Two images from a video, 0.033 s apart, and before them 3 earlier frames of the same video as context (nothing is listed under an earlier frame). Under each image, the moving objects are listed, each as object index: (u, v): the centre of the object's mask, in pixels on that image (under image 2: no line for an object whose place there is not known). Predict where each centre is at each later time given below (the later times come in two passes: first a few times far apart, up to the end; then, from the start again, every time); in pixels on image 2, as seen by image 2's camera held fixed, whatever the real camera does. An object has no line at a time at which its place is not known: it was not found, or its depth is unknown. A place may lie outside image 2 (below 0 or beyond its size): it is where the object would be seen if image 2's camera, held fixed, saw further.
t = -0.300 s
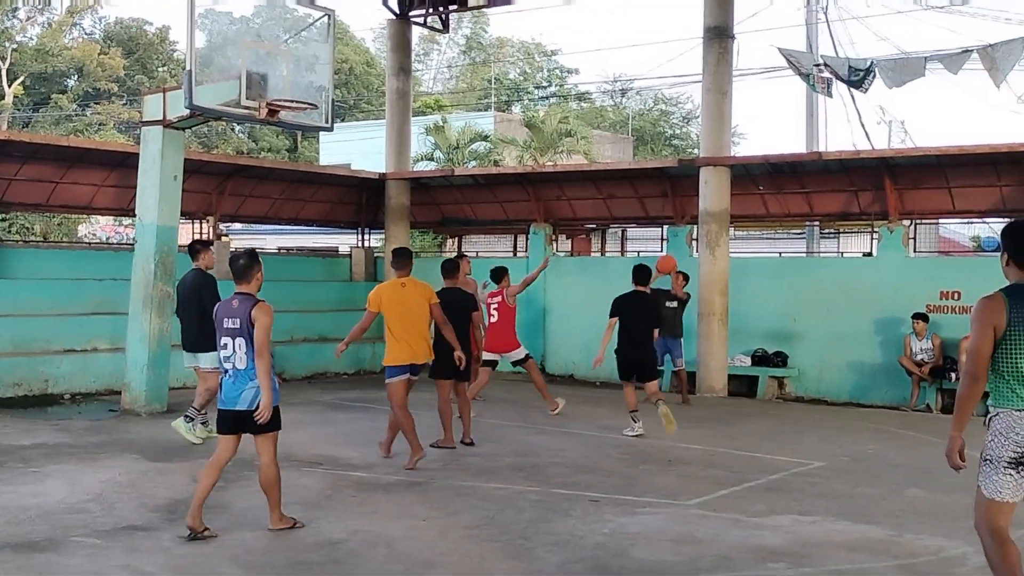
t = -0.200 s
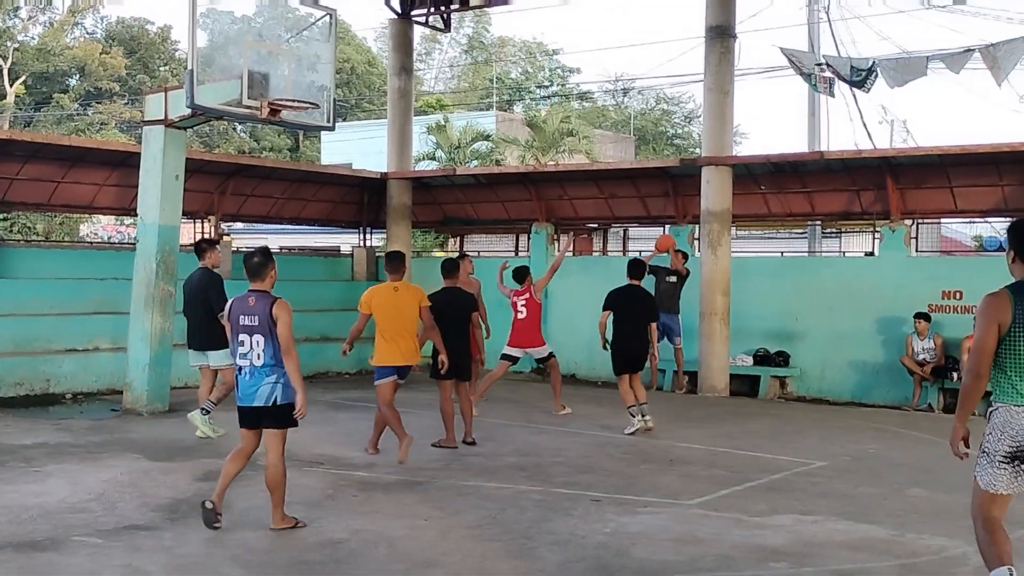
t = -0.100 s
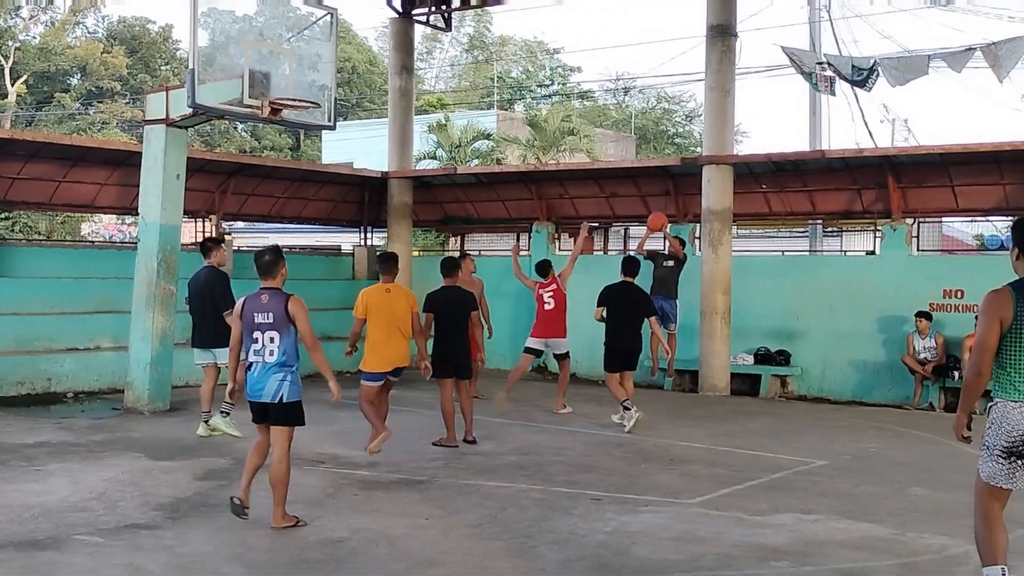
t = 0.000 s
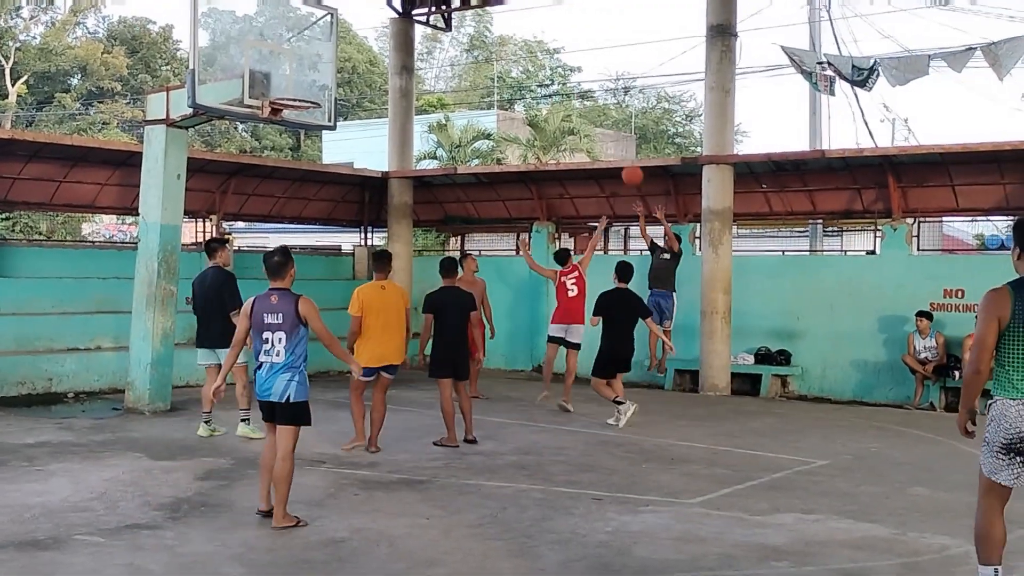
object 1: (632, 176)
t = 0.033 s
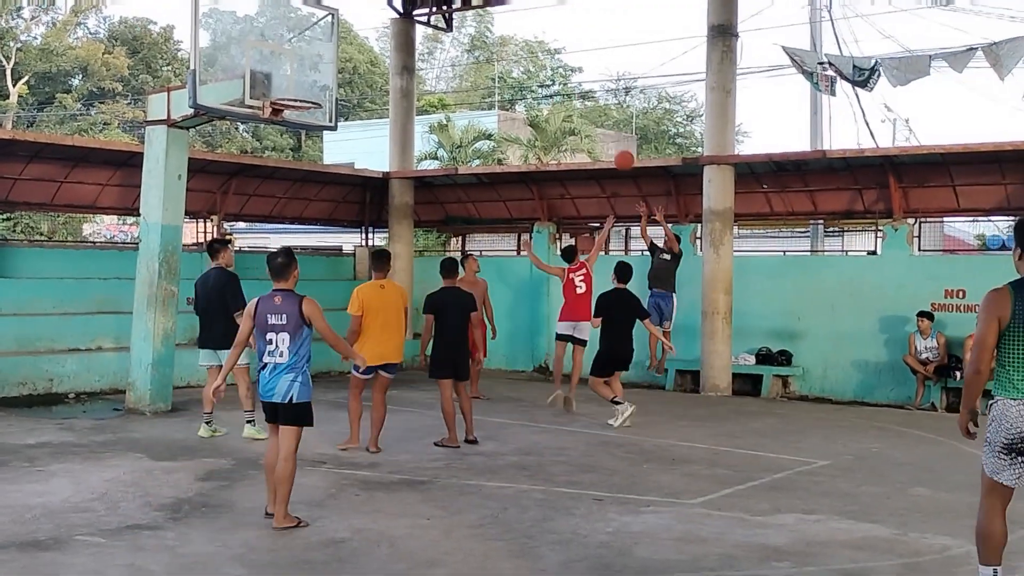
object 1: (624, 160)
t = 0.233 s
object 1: (564, 83)
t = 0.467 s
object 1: (487, 30)
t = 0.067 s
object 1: (614, 145)
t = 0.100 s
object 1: (604, 131)
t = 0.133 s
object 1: (595, 118)
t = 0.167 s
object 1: (584, 106)
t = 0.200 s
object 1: (574, 94)
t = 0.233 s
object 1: (564, 83)
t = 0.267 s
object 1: (554, 72)
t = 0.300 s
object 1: (543, 62)
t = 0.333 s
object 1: (533, 54)
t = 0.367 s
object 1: (522, 47)
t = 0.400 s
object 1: (510, 40)
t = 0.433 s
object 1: (499, 35)
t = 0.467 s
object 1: (487, 30)
